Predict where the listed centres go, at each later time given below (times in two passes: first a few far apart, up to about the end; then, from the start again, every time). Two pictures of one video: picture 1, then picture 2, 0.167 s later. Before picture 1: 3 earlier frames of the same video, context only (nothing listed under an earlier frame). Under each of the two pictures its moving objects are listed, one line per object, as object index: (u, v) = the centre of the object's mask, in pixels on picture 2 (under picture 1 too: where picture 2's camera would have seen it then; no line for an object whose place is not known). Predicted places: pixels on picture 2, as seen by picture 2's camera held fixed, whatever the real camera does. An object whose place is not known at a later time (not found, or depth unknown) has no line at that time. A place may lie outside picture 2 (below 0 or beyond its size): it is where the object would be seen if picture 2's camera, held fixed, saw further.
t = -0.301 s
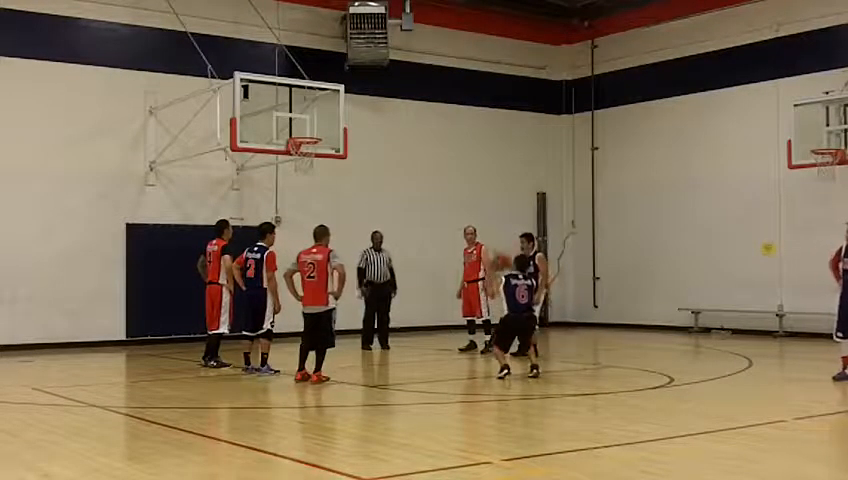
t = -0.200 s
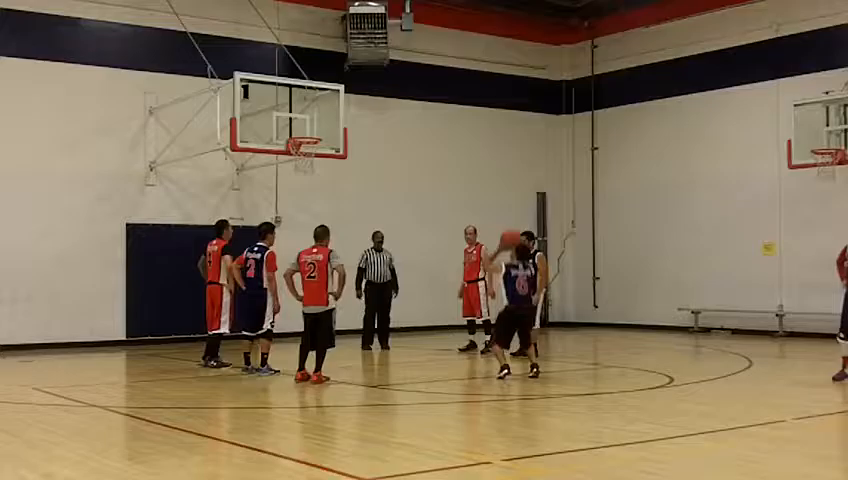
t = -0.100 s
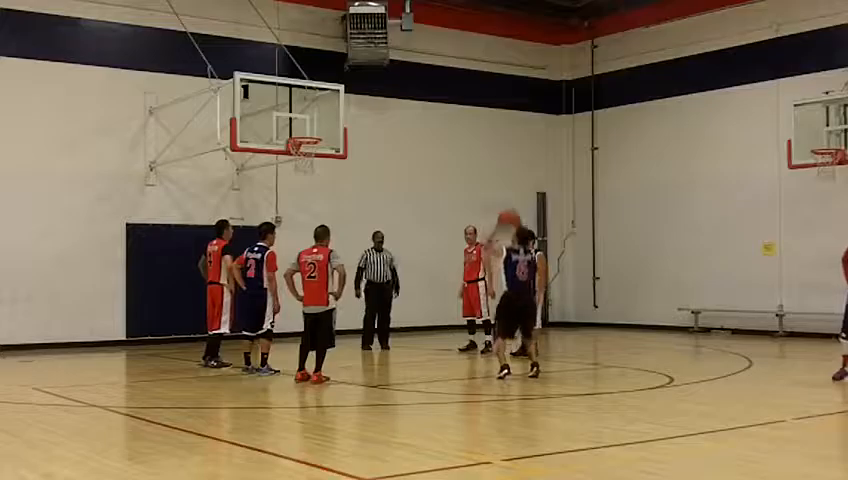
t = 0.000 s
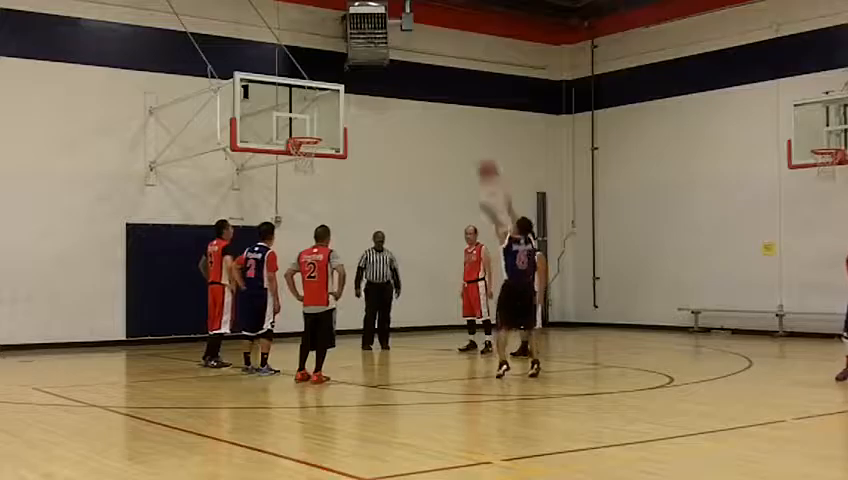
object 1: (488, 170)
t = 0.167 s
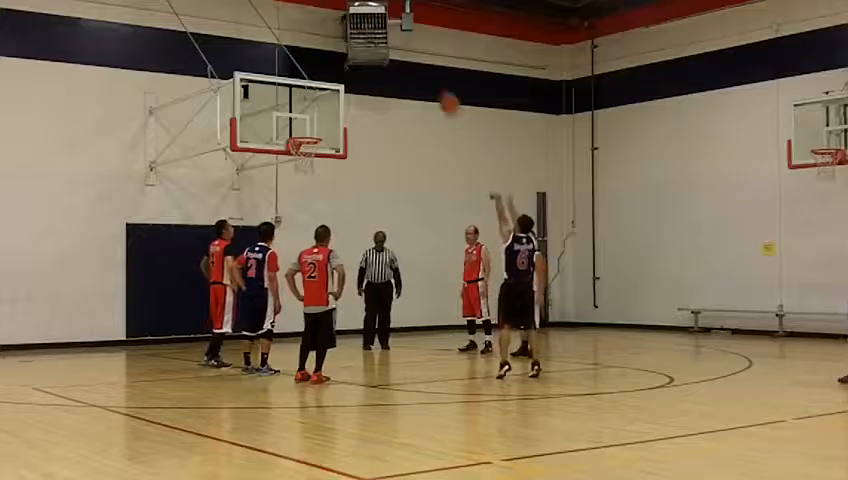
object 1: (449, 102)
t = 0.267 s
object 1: (428, 77)
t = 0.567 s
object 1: (375, 53)
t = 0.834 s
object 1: (329, 80)
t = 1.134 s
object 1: (311, 119)
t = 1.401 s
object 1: (347, 99)
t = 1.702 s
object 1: (393, 140)
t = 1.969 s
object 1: (436, 243)
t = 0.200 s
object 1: (442, 93)
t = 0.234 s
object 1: (435, 85)
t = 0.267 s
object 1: (428, 77)
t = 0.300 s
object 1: (421, 72)
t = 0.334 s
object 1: (415, 68)
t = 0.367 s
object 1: (409, 63)
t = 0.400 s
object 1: (404, 59)
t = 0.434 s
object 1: (395, 55)
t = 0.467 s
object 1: (391, 55)
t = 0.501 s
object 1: (388, 51)
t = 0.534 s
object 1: (378, 54)
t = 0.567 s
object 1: (375, 53)
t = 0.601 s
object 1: (373, 54)
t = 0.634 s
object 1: (359, 56)
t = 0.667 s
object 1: (354, 57)
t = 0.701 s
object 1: (350, 59)
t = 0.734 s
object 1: (346, 62)
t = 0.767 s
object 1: (340, 69)
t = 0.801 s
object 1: (334, 73)
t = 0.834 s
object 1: (329, 80)
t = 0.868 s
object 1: (325, 87)
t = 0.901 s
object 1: (320, 98)
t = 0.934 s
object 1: (314, 105)
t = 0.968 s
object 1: (309, 114)
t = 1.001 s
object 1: (304, 124)
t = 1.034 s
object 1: (300, 131)
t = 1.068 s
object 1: (302, 129)
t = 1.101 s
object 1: (307, 125)
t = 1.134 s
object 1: (311, 119)
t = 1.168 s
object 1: (315, 114)
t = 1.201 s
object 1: (319, 110)
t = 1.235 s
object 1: (324, 106)
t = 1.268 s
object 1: (328, 103)
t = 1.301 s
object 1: (332, 102)
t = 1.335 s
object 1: (337, 101)
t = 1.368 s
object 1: (343, 99)
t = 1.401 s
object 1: (347, 99)
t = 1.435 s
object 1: (352, 100)
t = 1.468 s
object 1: (355, 101)
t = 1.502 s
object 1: (361, 104)
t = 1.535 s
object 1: (365, 107)
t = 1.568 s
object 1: (371, 113)
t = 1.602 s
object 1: (376, 119)
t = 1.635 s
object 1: (381, 124)
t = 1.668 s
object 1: (388, 134)
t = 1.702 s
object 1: (393, 140)
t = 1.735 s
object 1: (398, 150)
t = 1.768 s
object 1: (403, 161)
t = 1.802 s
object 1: (408, 172)
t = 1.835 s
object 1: (414, 184)
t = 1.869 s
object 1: (419, 197)
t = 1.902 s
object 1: (425, 211)
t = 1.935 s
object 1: (430, 227)
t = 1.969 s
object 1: (436, 243)
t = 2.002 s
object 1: (440, 261)
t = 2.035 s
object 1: (446, 281)
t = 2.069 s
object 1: (452, 302)
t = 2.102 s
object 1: (456, 324)
